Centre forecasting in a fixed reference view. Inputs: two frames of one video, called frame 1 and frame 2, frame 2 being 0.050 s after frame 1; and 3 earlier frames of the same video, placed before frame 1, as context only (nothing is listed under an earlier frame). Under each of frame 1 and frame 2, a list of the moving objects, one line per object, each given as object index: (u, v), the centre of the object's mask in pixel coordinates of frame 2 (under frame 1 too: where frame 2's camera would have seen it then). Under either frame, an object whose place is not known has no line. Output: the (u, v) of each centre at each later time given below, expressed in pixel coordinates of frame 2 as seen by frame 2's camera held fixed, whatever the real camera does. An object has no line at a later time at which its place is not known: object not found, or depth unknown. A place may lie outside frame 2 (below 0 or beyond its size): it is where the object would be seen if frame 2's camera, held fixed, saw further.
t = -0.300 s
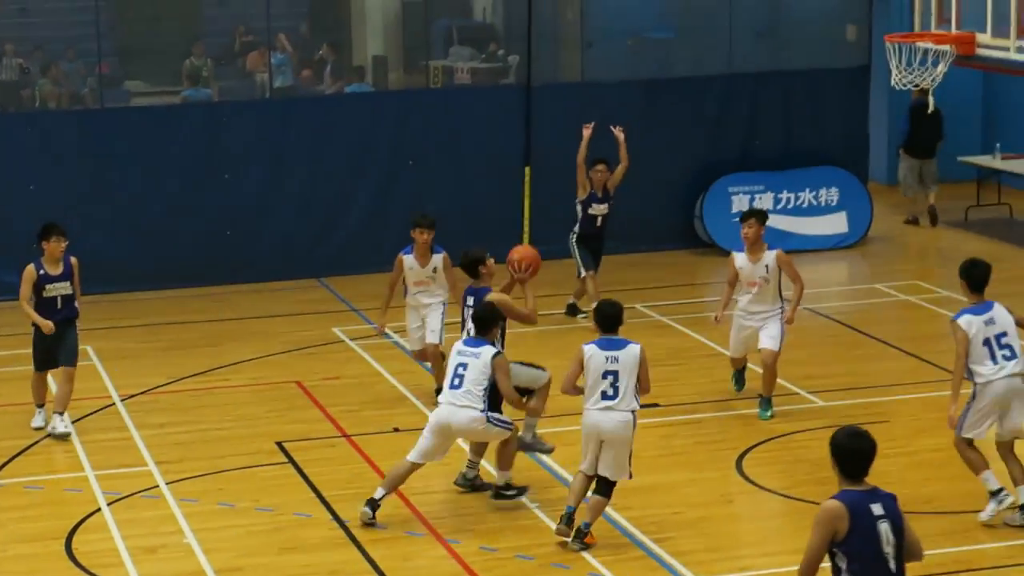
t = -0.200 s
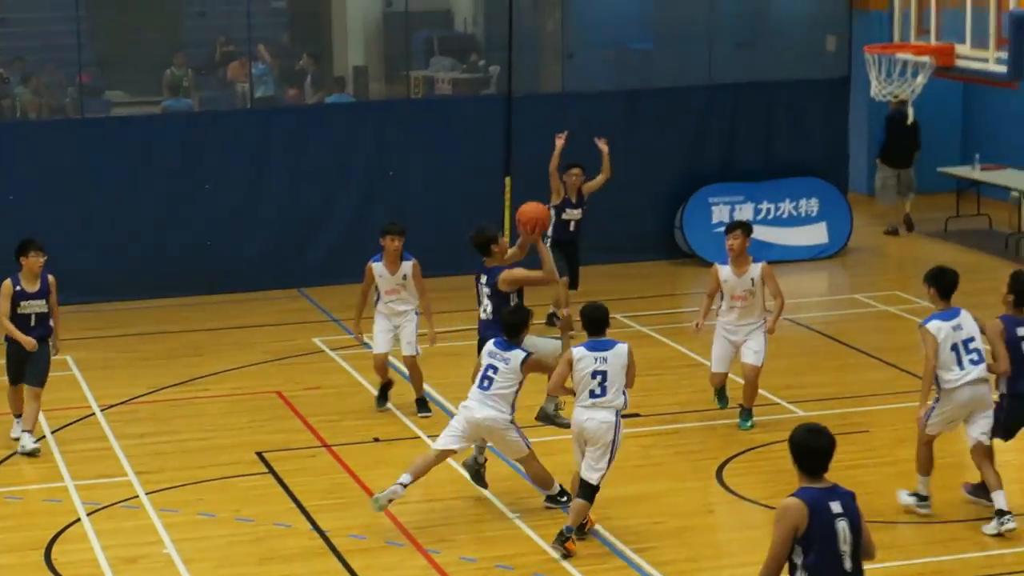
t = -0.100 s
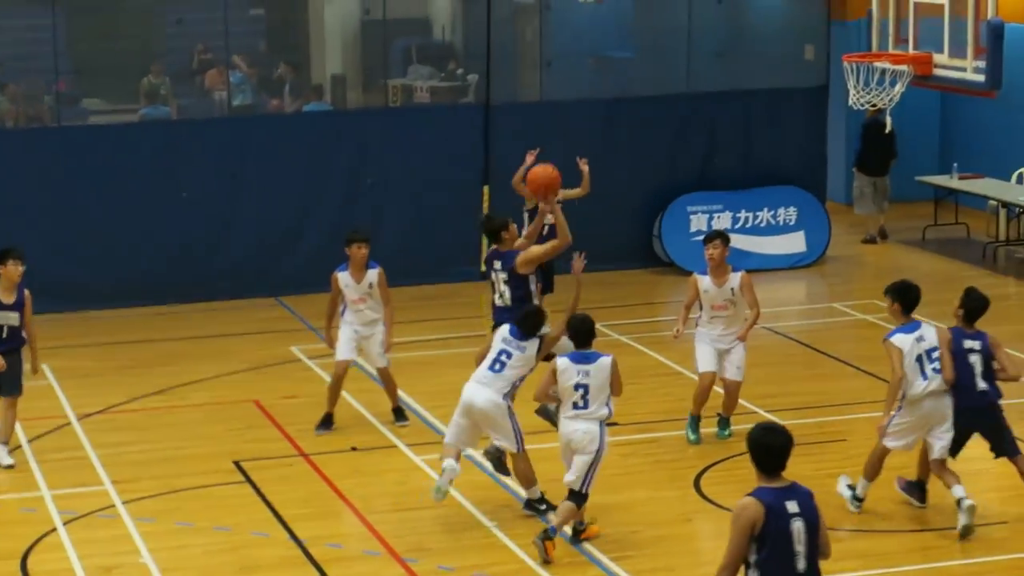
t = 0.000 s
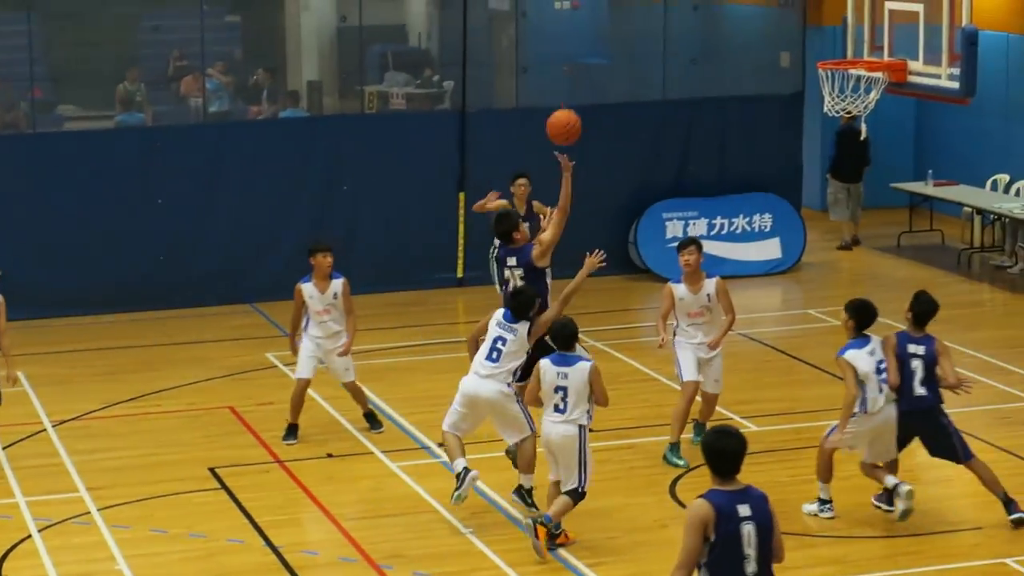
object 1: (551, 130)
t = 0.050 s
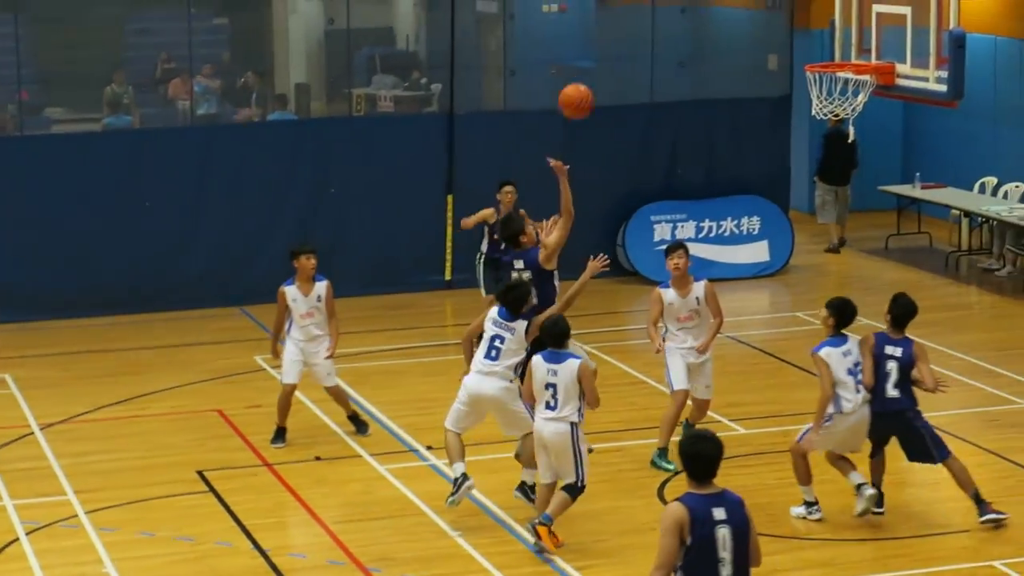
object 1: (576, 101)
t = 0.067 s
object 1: (584, 93)
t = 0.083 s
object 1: (591, 84)
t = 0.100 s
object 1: (600, 76)
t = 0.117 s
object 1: (607, 68)
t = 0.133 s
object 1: (614, 61)
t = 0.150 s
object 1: (623, 55)
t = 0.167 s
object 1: (630, 49)
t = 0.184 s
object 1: (638, 43)
